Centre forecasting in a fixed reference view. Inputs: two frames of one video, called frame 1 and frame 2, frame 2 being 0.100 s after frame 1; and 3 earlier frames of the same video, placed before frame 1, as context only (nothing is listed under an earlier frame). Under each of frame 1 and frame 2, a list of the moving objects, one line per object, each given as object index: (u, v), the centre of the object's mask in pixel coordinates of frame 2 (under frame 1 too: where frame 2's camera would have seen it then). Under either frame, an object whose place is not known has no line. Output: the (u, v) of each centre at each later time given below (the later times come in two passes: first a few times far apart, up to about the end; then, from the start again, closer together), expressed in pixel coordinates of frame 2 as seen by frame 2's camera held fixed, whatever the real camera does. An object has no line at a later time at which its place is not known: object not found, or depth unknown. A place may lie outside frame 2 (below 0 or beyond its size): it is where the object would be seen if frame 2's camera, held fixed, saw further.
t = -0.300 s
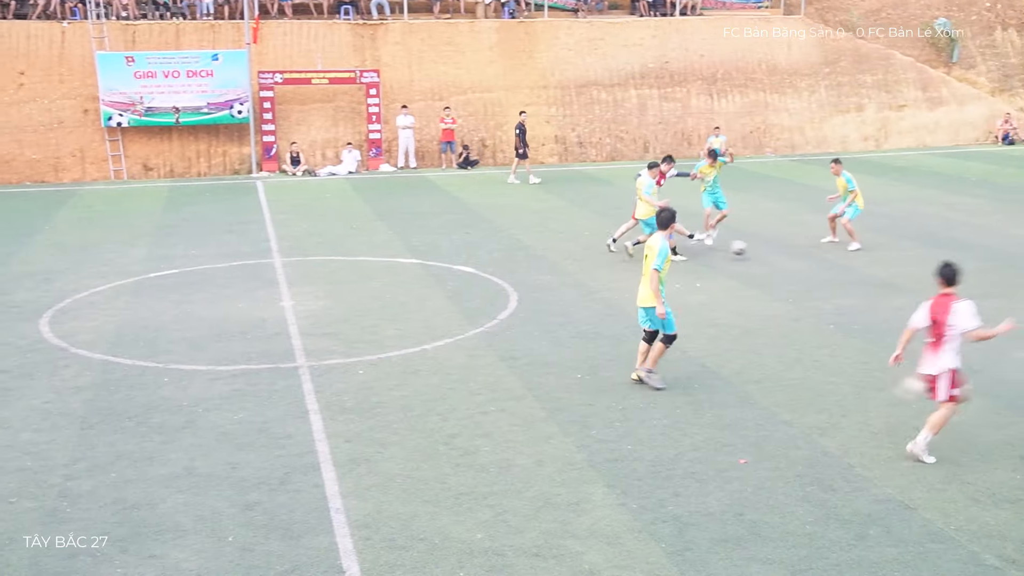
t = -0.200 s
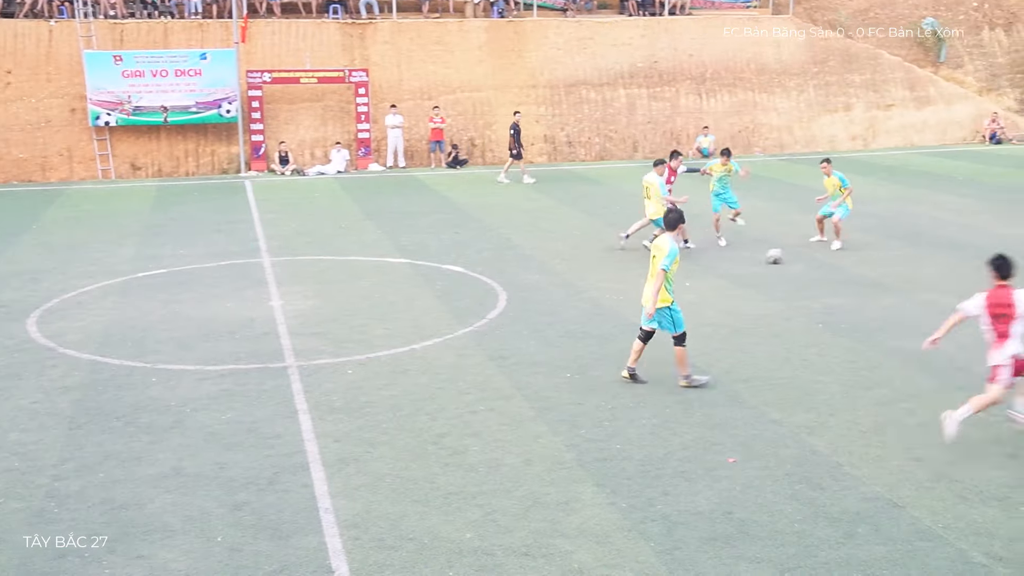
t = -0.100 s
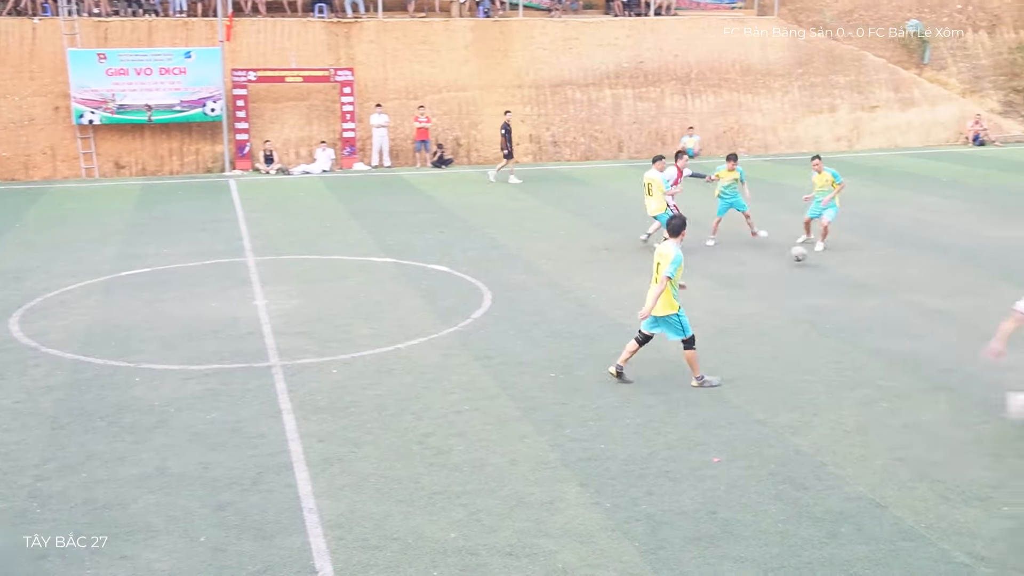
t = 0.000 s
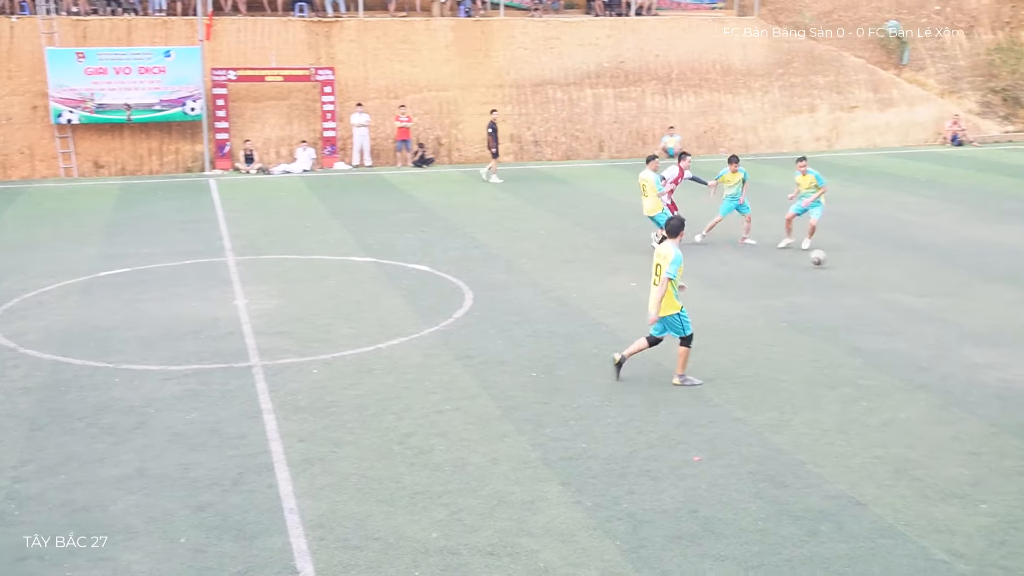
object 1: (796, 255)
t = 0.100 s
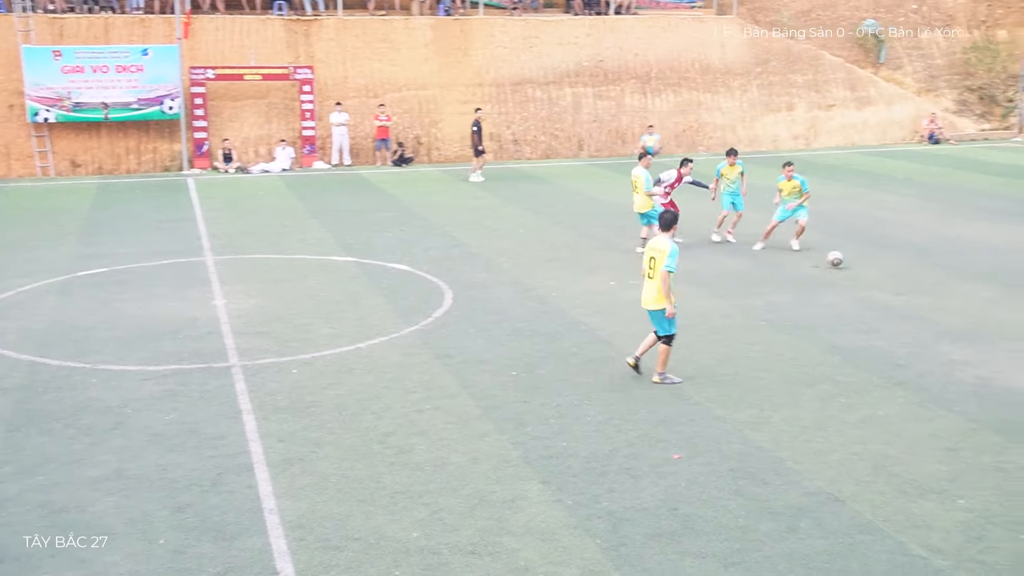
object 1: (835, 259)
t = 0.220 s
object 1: (881, 262)
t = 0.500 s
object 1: (991, 269)
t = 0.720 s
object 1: (1080, 276)
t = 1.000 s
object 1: (1194, 283)
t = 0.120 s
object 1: (842, 259)
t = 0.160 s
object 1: (858, 259)
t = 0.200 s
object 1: (873, 261)
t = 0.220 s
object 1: (881, 262)
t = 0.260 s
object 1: (896, 265)
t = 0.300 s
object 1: (912, 265)
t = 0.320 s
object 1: (920, 265)
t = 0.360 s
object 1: (936, 265)
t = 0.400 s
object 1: (951, 267)
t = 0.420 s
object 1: (959, 268)
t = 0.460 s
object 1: (976, 269)
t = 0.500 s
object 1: (991, 269)
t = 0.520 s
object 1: (999, 270)
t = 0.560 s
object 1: (1015, 272)
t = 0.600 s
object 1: (1031, 272)
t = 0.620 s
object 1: (1040, 273)
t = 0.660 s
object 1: (1055, 275)
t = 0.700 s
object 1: (1071, 276)
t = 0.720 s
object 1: (1080, 276)
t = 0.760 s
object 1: (1096, 277)
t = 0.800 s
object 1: (1113, 279)
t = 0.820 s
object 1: (1121, 279)
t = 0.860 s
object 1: (1138, 281)
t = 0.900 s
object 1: (1154, 281)
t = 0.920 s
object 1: (1162, 282)
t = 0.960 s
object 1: (1178, 282)
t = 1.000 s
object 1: (1194, 283)
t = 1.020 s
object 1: (1200, 284)
